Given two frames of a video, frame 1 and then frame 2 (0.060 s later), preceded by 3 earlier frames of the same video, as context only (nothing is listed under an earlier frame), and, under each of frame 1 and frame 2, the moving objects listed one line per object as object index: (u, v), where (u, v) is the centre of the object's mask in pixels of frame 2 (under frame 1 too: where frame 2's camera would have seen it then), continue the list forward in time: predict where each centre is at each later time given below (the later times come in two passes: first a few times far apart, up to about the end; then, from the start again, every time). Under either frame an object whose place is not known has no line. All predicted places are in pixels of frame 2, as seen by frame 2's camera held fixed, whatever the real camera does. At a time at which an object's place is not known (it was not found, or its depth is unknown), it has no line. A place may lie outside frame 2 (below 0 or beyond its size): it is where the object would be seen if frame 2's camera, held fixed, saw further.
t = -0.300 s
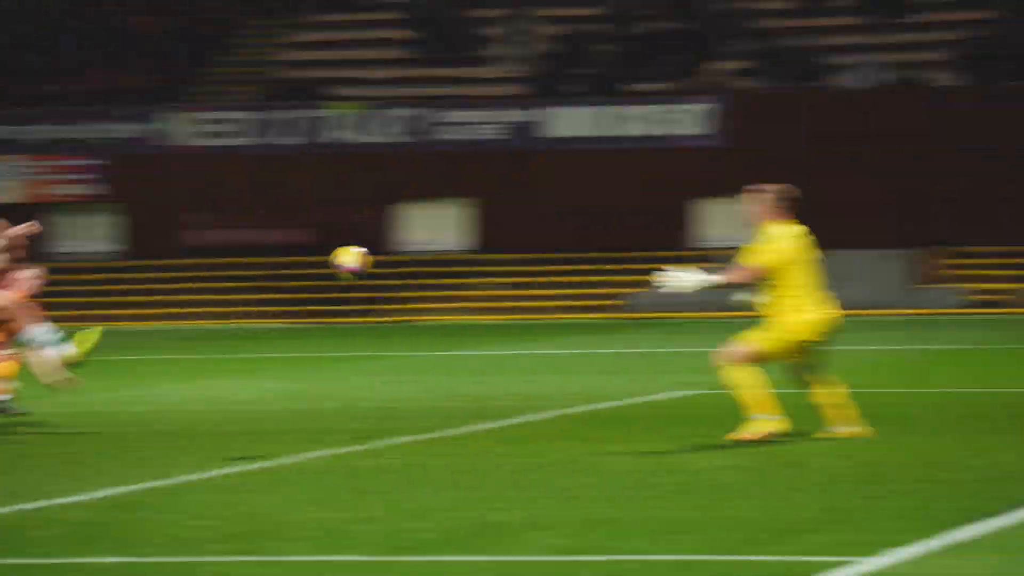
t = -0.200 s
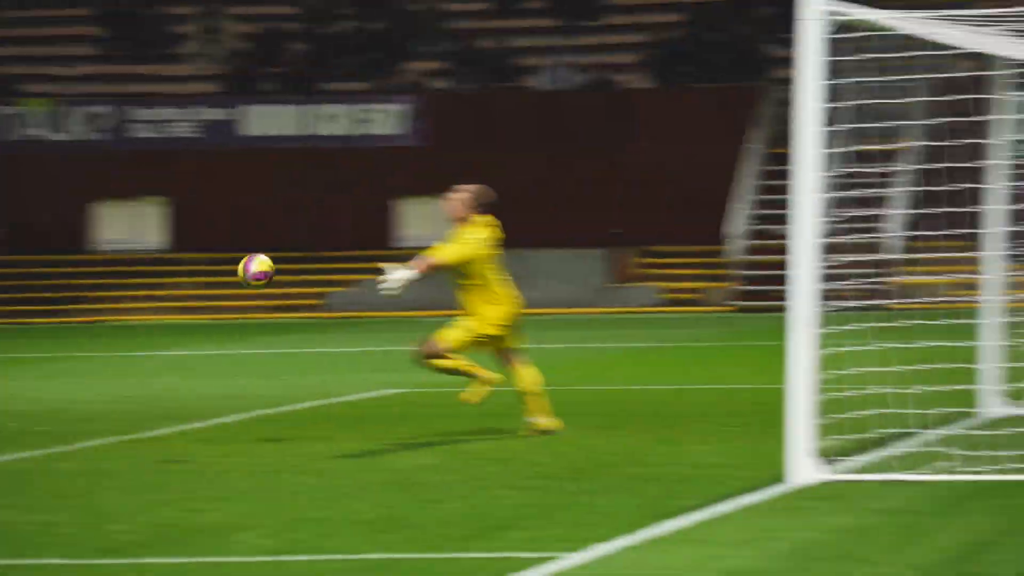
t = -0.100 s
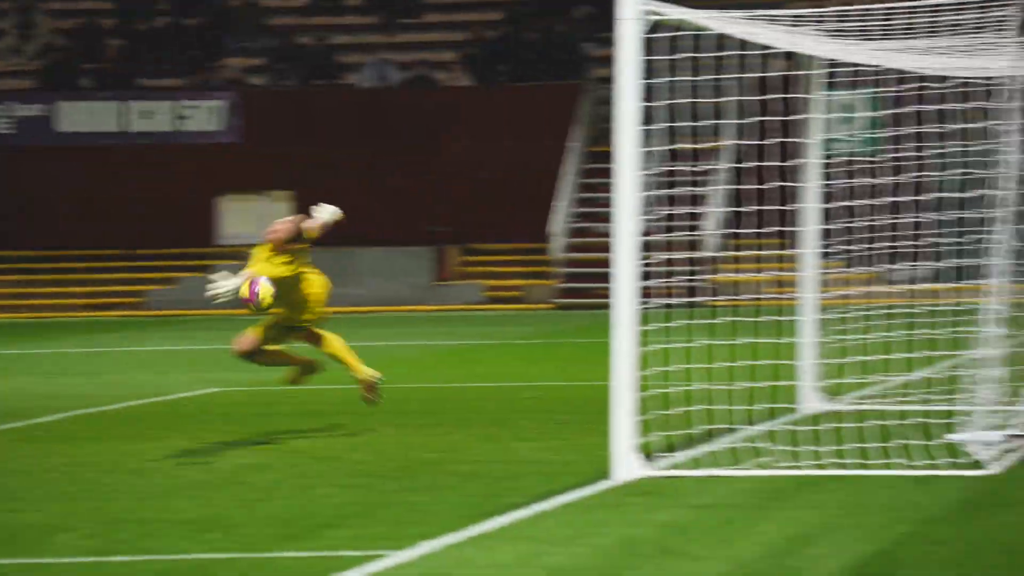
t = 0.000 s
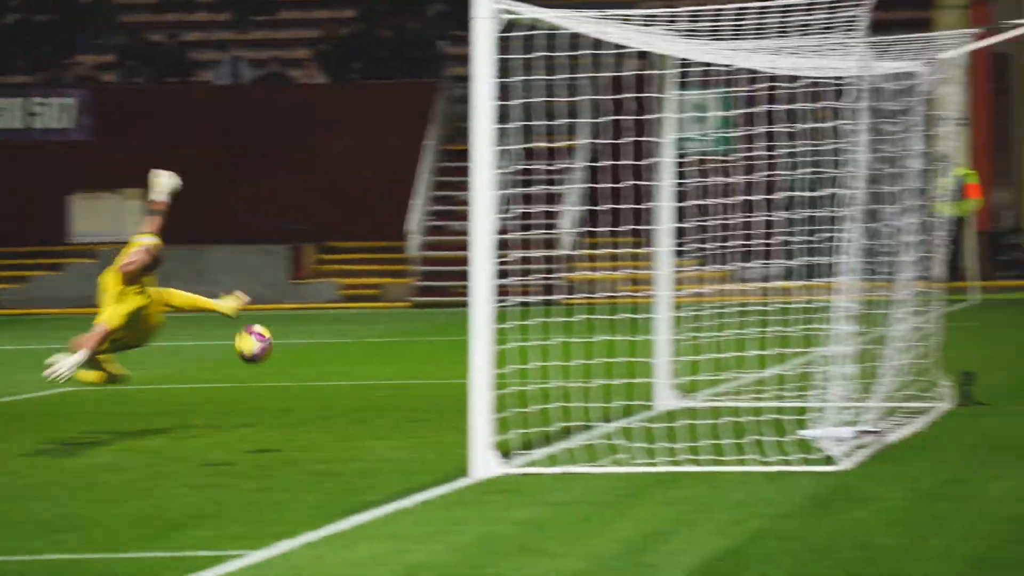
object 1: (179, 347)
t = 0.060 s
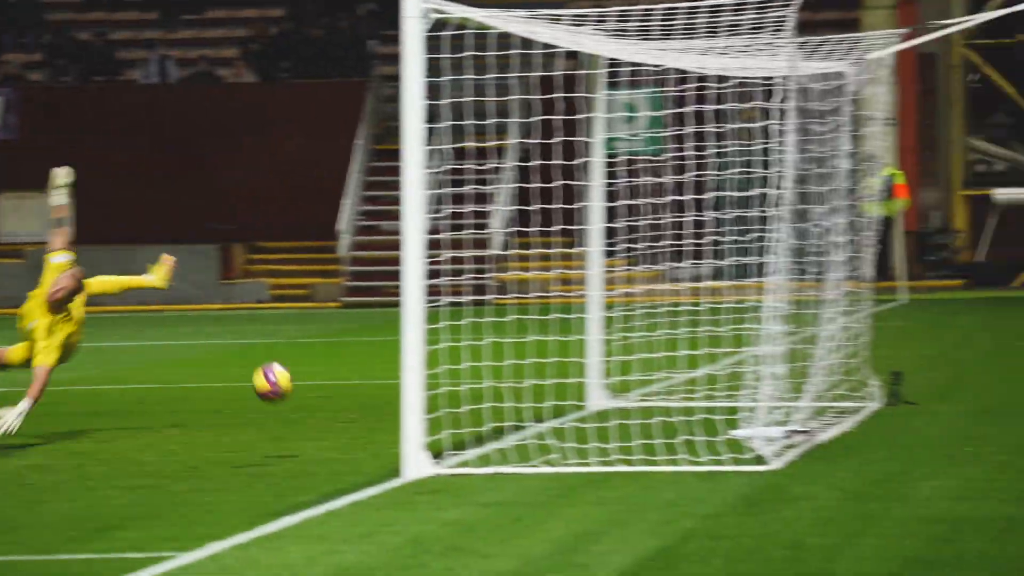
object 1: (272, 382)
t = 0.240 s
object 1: (523, 404)
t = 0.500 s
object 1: (737, 372)
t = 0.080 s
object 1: (303, 396)
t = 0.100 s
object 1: (335, 410)
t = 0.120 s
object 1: (366, 424)
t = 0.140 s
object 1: (391, 440)
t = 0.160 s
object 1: (436, 442)
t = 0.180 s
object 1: (449, 434)
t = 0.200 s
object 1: (474, 421)
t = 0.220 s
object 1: (498, 412)
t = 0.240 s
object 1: (523, 404)
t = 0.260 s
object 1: (547, 398)
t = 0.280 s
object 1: (573, 389)
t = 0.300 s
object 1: (598, 381)
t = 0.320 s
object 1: (623, 375)
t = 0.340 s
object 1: (647, 371)
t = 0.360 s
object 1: (669, 368)
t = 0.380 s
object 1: (689, 365)
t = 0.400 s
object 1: (705, 363)
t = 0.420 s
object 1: (715, 363)
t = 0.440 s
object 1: (721, 365)
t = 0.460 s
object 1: (728, 367)
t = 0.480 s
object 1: (732, 369)
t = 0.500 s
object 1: (737, 372)
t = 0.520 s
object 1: (741, 376)
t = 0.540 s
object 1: (743, 380)
